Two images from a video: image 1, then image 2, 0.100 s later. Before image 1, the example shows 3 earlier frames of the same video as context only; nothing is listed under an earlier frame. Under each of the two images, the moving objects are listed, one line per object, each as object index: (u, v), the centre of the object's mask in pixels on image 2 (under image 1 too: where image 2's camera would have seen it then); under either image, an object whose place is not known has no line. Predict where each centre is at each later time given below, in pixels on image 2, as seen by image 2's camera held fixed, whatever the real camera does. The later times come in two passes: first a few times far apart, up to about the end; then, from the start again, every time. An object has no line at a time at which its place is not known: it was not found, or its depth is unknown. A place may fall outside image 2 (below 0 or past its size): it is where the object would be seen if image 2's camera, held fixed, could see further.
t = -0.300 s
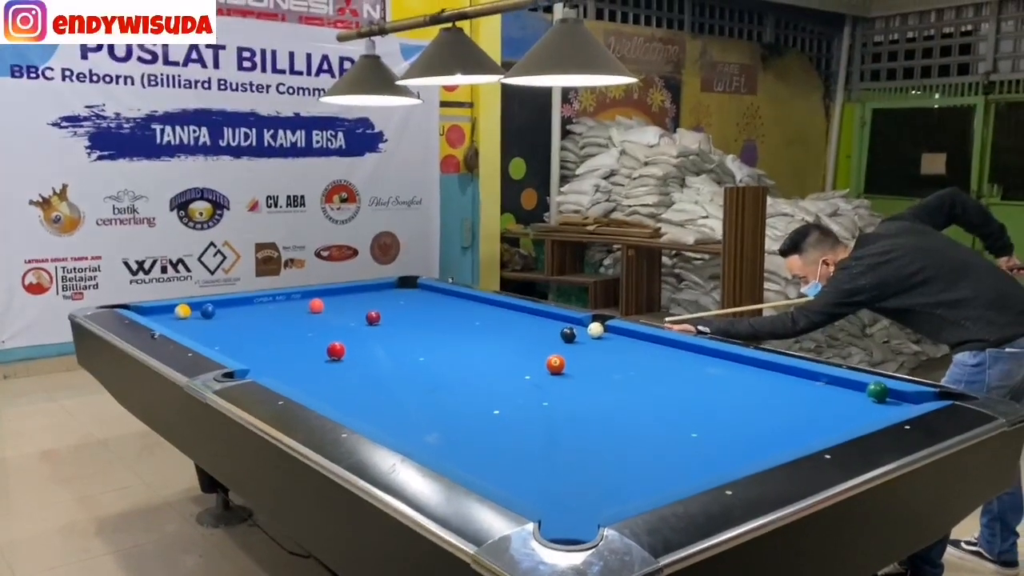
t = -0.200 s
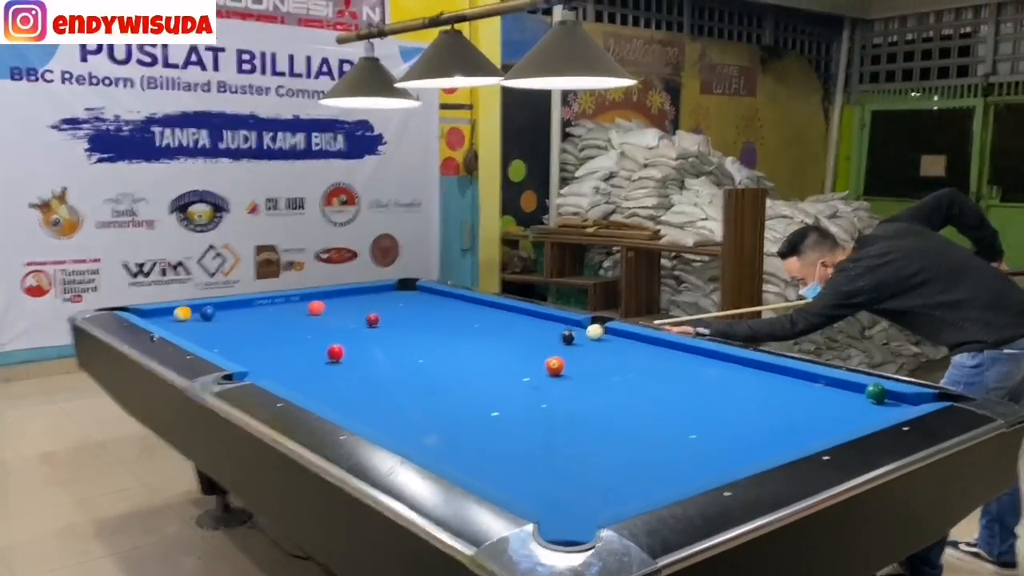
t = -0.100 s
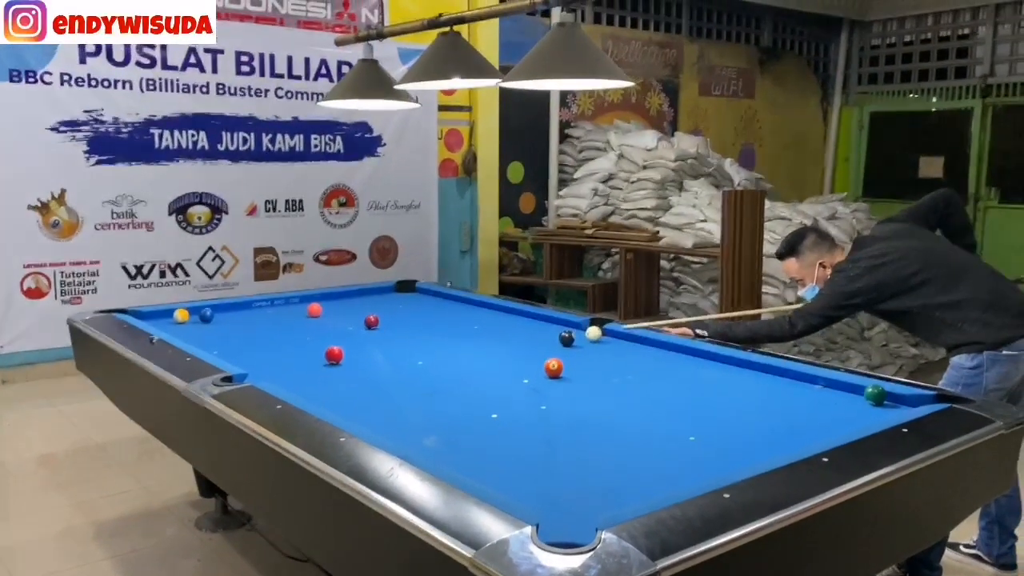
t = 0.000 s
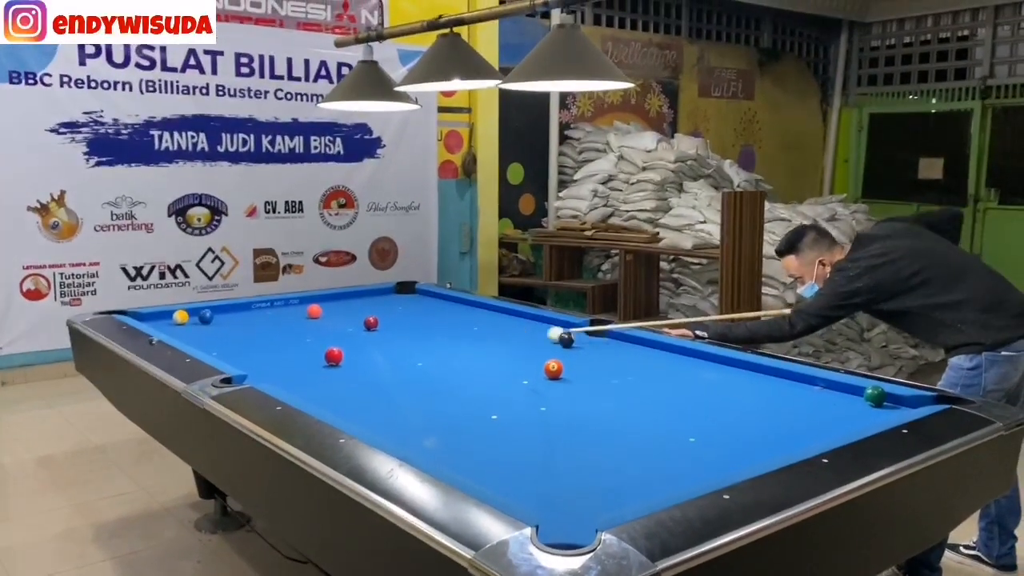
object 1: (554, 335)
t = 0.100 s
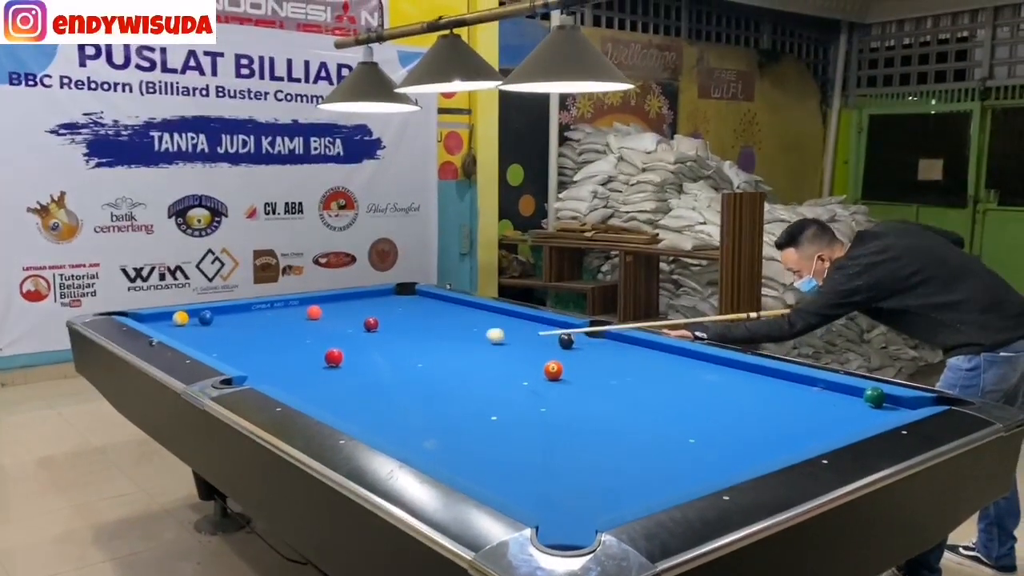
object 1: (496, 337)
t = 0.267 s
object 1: (394, 336)
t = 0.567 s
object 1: (210, 336)
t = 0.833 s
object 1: (203, 323)
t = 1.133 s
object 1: (261, 314)
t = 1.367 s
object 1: (301, 308)
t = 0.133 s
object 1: (475, 337)
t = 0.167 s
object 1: (455, 336)
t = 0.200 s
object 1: (435, 336)
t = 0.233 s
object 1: (414, 337)
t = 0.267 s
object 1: (394, 336)
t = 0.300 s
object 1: (373, 337)
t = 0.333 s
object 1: (353, 336)
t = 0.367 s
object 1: (333, 336)
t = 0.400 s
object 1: (312, 336)
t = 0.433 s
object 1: (291, 336)
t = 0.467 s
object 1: (271, 336)
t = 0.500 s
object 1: (250, 336)
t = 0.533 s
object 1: (230, 336)
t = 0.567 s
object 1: (210, 336)
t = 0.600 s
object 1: (190, 336)
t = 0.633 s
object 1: (170, 334)
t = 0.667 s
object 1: (175, 332)
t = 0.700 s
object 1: (181, 331)
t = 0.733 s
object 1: (187, 329)
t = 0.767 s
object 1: (193, 327)
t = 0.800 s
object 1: (198, 324)
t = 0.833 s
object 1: (203, 323)
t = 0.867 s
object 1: (209, 321)
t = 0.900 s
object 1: (217, 320)
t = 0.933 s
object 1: (223, 319)
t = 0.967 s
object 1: (230, 318)
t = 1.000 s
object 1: (236, 317)
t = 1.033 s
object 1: (243, 316)
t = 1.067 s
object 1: (249, 316)
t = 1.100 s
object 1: (255, 315)
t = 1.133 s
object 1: (261, 314)
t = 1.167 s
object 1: (267, 313)
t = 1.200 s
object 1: (273, 312)
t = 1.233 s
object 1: (279, 311)
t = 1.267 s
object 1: (284, 310)
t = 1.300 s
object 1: (291, 310)
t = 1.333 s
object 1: (296, 309)
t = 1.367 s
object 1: (301, 308)
